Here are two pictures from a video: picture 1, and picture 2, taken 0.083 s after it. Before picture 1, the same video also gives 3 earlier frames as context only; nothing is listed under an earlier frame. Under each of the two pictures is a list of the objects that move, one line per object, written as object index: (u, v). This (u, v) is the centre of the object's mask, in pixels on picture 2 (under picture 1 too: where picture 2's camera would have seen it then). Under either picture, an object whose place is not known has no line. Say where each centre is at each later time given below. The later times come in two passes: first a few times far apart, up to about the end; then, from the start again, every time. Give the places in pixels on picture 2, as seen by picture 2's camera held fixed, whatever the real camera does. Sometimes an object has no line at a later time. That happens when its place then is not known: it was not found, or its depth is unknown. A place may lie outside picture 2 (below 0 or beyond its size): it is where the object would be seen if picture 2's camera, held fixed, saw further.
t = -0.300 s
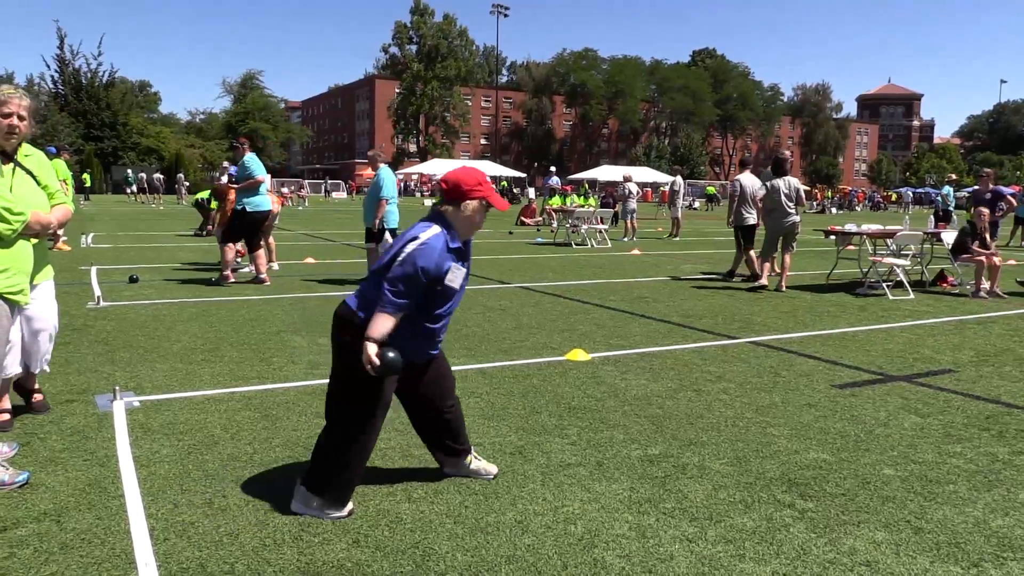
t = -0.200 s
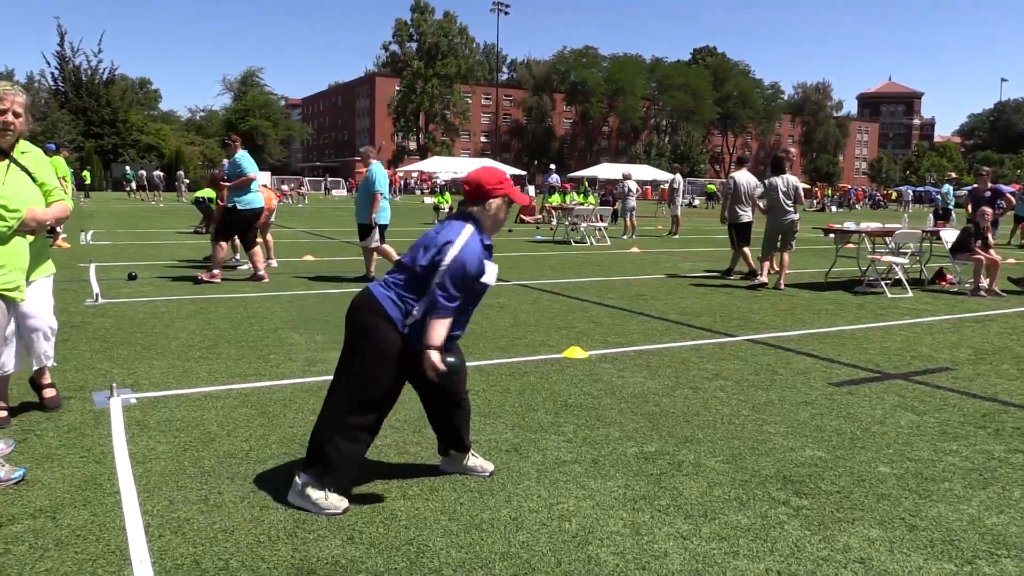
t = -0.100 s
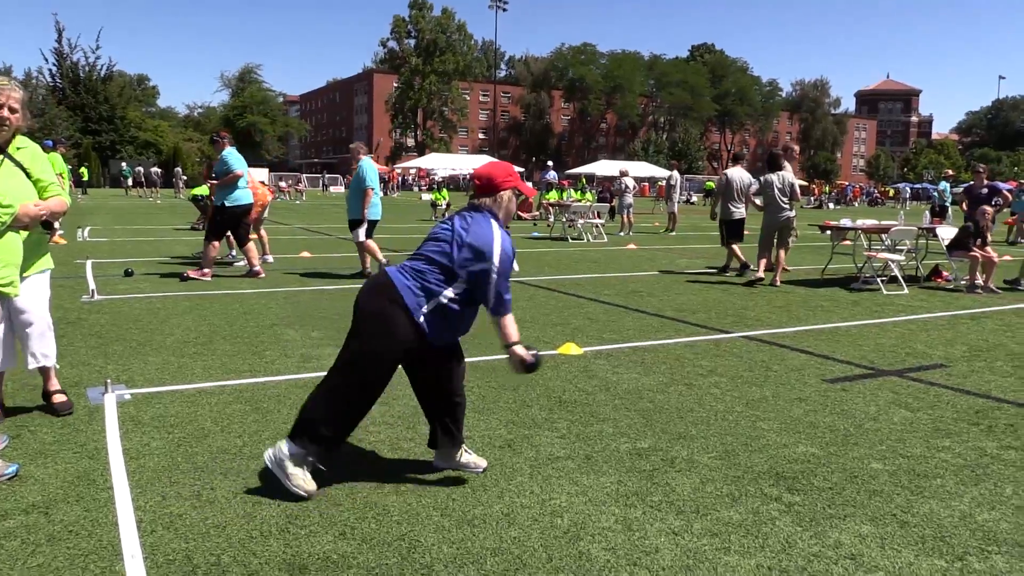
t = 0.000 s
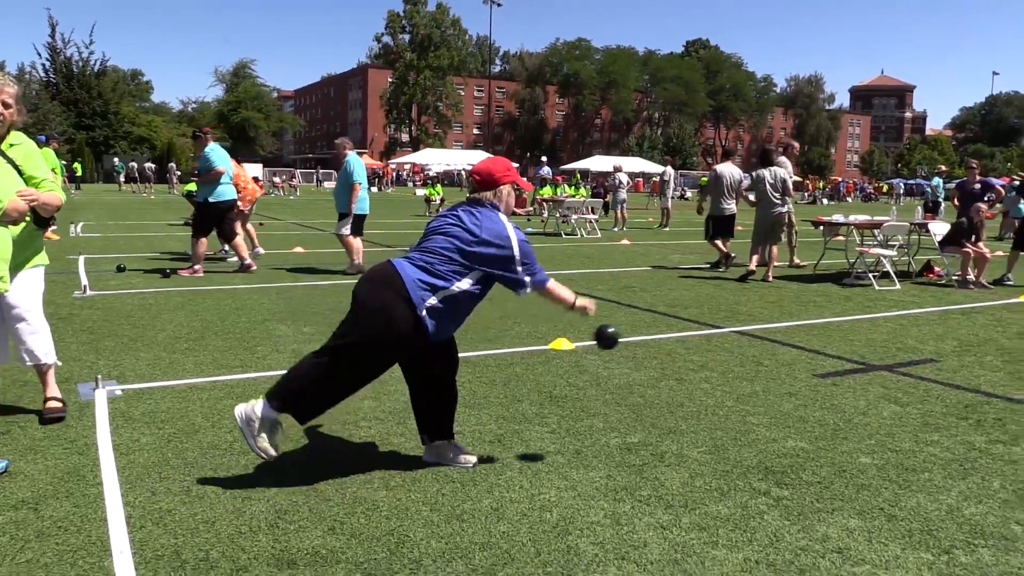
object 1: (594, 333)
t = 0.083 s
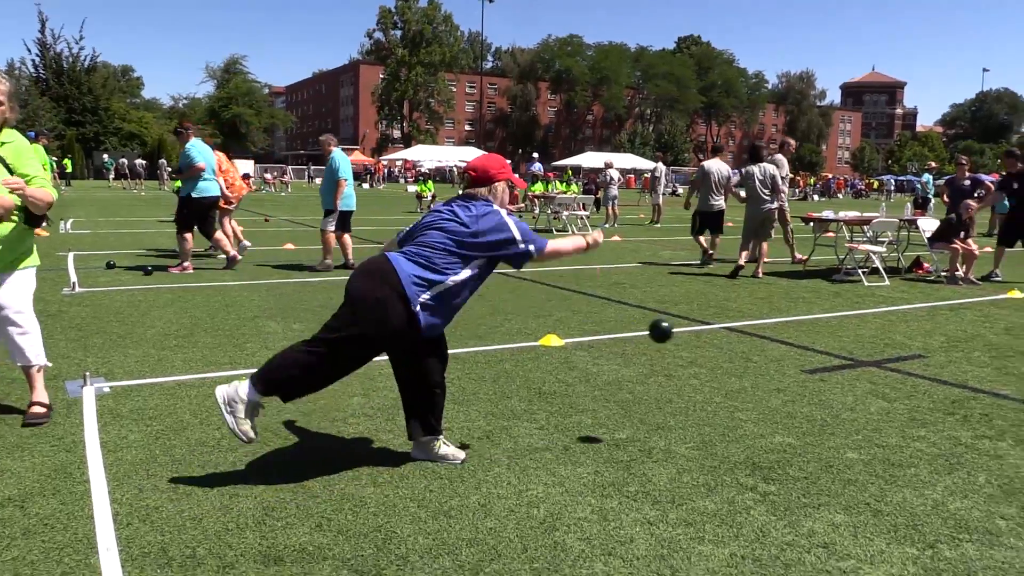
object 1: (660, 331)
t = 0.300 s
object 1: (794, 389)
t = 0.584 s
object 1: (893, 351)
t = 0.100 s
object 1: (672, 333)
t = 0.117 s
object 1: (684, 335)
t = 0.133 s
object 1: (696, 337)
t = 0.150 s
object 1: (706, 340)
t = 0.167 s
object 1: (717, 344)
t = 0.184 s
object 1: (728, 348)
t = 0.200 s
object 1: (737, 352)
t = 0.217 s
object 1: (748, 358)
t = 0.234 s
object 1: (757, 363)
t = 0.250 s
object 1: (767, 369)
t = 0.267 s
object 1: (776, 375)
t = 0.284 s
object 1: (785, 382)
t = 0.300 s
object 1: (794, 389)
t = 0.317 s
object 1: (803, 396)
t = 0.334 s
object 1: (810, 403)
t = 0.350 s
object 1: (817, 398)
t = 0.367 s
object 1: (824, 391)
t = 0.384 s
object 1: (830, 385)
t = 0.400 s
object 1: (835, 380)
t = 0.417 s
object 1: (840, 374)
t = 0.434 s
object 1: (847, 369)
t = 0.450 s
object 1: (852, 365)
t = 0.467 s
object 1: (857, 362)
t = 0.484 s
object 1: (862, 358)
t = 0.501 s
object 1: (867, 356)
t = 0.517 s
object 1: (872, 354)
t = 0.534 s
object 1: (878, 353)
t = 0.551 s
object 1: (883, 351)
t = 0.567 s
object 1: (888, 351)
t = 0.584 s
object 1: (893, 351)
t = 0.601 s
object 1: (898, 352)
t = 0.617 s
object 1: (902, 352)
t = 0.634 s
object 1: (907, 354)
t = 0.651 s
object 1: (911, 356)
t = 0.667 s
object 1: (915, 358)
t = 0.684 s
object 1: (920, 360)
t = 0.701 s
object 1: (924, 364)
